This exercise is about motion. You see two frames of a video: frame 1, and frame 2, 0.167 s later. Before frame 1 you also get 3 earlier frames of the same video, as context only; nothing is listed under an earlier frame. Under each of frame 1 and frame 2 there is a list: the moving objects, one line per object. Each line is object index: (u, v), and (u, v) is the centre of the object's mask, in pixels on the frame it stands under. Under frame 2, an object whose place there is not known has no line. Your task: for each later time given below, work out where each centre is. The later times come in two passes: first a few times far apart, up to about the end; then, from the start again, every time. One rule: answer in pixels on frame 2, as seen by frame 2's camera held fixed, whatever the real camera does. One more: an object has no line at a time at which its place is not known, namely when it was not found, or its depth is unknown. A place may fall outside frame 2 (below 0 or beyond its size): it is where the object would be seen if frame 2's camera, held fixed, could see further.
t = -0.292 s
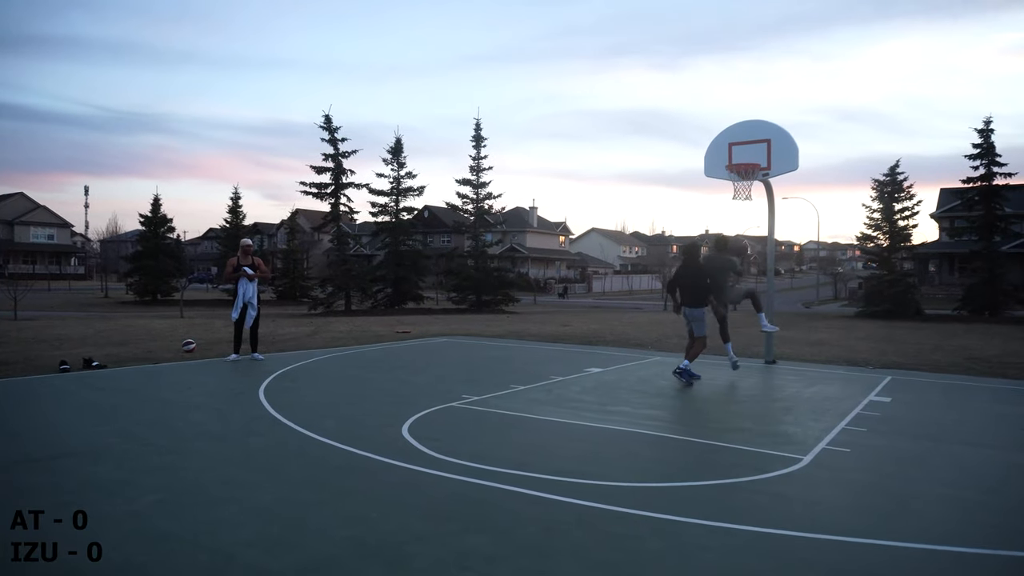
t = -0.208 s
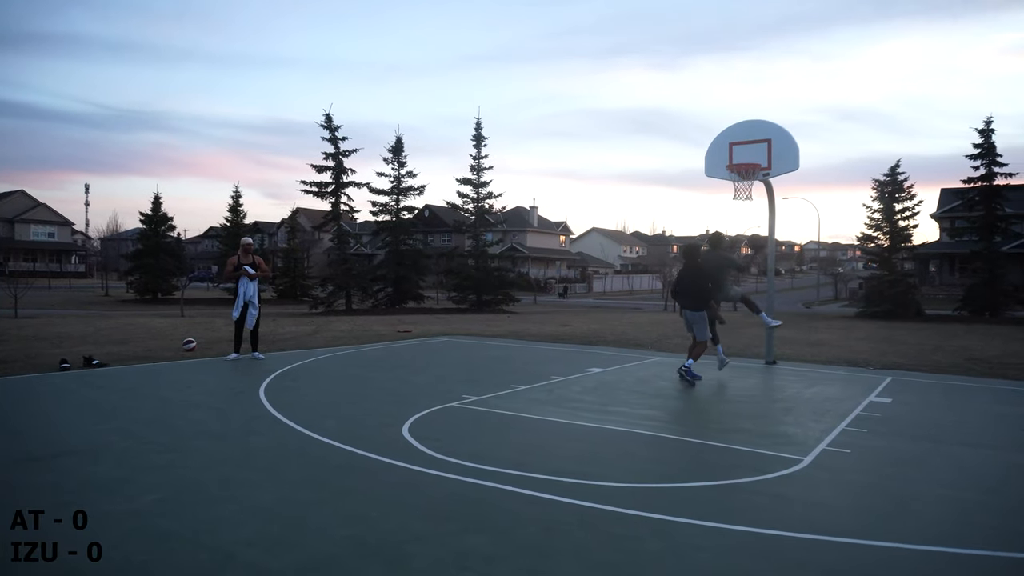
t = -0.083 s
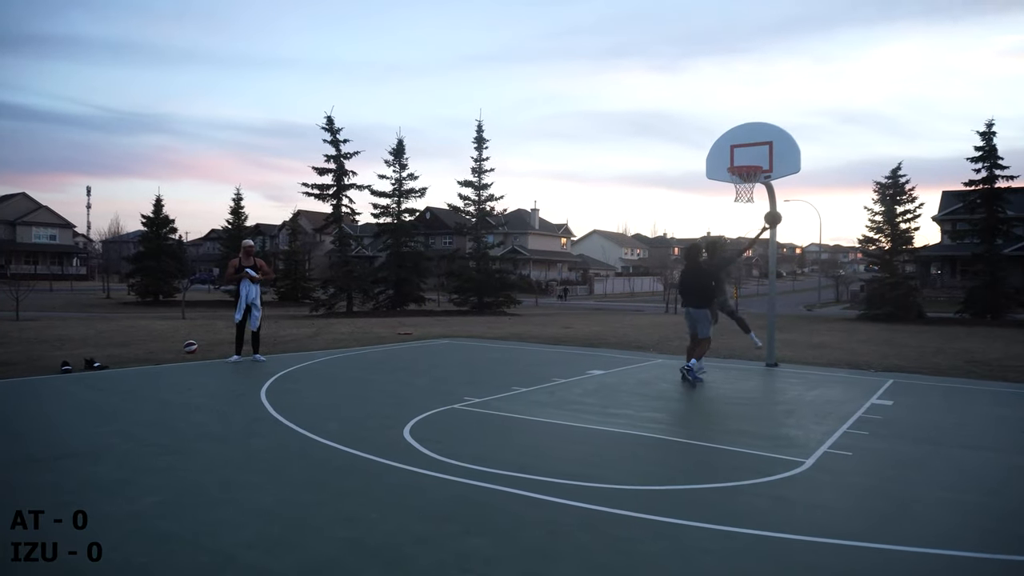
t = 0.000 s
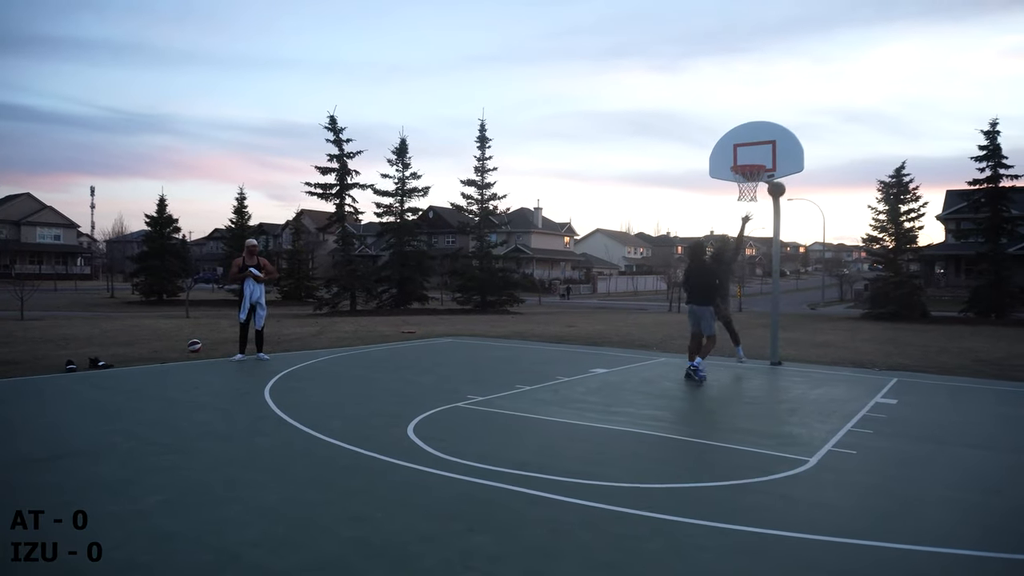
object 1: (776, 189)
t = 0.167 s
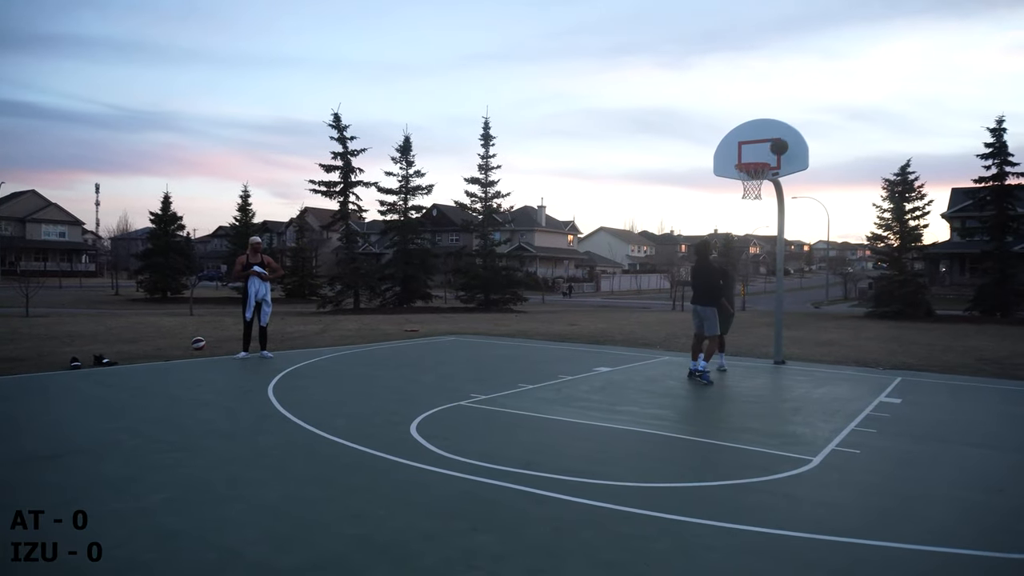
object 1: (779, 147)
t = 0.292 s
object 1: (777, 130)
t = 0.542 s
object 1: (774, 126)
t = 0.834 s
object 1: (759, 155)
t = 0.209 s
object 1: (778, 140)
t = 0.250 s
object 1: (778, 134)
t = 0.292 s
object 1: (777, 130)
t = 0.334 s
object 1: (778, 126)
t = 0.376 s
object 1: (777, 124)
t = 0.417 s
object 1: (776, 122)
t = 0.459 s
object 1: (776, 122)
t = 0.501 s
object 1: (776, 124)
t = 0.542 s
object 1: (774, 126)
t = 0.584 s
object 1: (772, 128)
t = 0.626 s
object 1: (770, 132)
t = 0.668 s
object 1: (768, 138)
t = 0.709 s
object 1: (766, 145)
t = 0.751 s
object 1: (764, 152)
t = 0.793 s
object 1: (763, 156)
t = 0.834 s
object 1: (759, 155)
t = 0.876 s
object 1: (755, 153)
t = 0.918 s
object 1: (751, 153)
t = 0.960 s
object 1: (748, 154)
